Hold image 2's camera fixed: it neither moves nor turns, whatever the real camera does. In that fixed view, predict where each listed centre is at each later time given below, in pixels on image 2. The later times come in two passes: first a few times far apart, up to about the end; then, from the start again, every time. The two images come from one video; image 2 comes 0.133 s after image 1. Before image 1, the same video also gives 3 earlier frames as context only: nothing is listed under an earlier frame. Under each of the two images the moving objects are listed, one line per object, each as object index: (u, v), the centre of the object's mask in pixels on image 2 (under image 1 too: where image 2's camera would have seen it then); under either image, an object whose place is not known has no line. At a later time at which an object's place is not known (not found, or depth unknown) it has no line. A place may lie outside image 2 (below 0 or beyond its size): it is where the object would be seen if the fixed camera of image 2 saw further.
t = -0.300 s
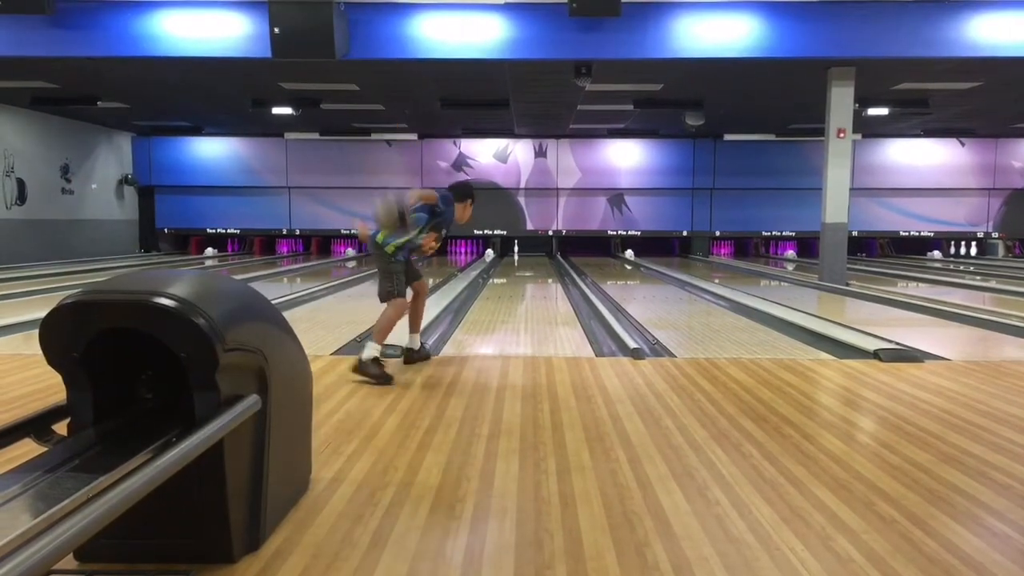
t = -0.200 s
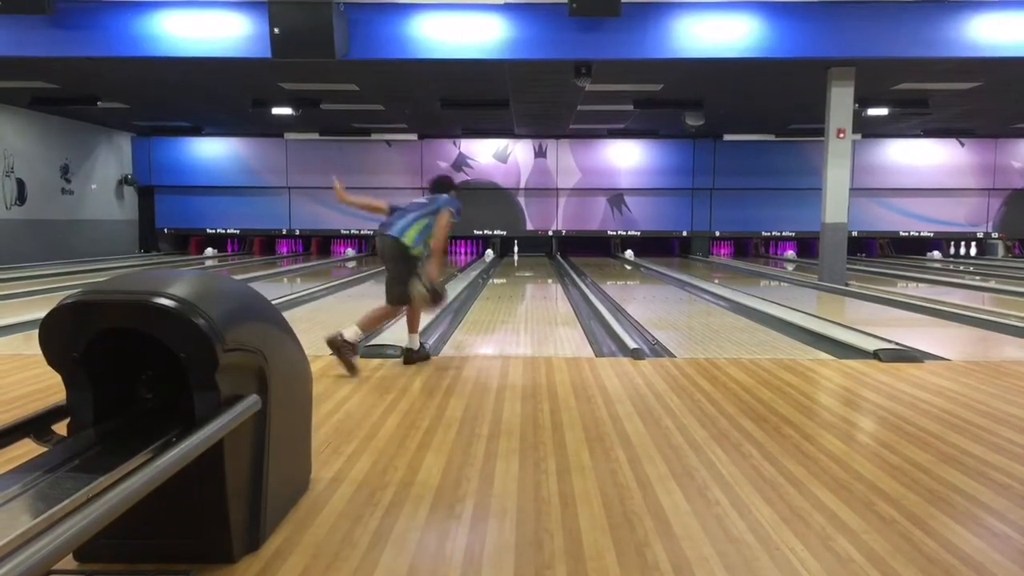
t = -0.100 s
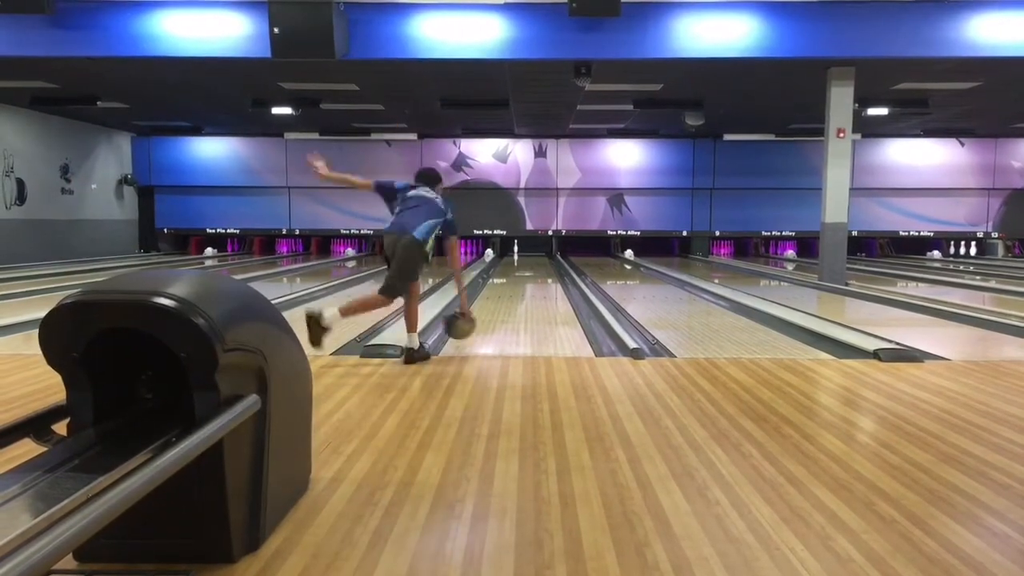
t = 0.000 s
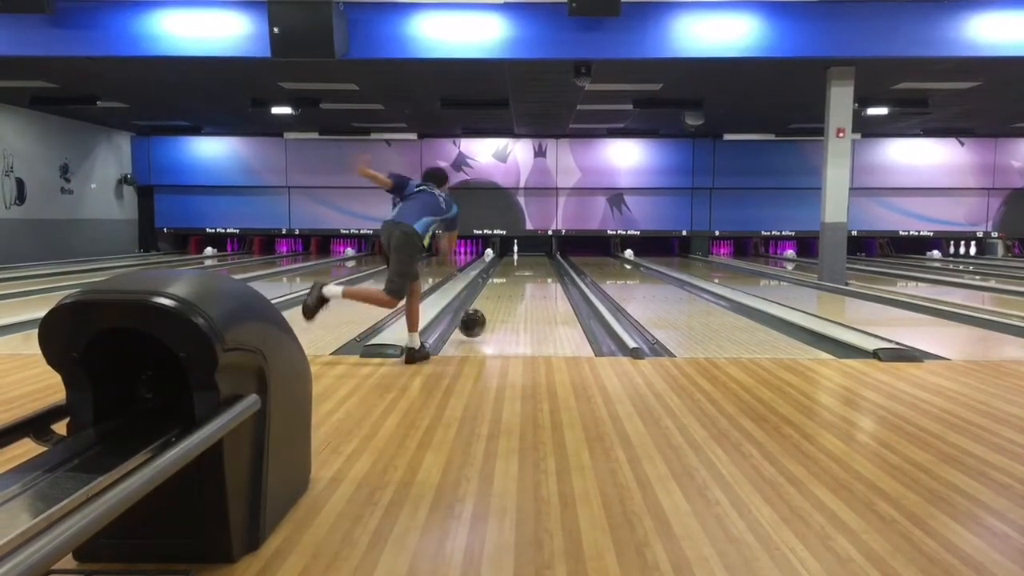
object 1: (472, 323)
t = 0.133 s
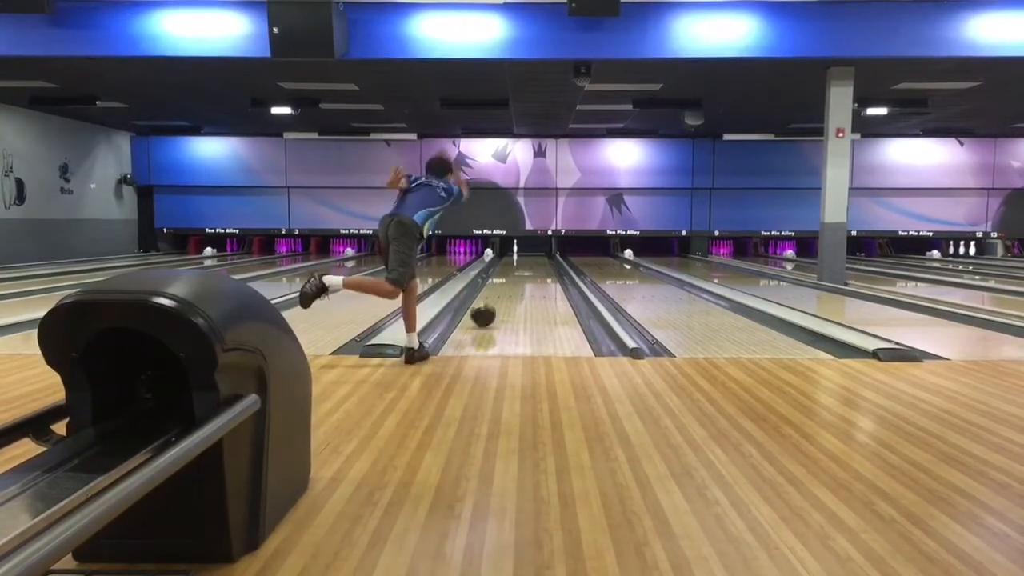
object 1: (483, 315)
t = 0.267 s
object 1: (491, 306)
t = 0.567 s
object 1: (505, 290)
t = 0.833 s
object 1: (513, 280)
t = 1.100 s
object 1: (519, 273)
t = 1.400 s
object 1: (522, 267)
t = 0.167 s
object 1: (485, 312)
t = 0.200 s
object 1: (487, 310)
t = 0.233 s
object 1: (490, 308)
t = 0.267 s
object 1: (491, 306)
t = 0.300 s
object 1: (493, 304)
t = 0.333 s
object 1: (495, 301)
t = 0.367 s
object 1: (496, 300)
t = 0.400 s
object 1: (499, 298)
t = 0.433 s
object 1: (499, 296)
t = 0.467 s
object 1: (502, 294)
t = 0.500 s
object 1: (503, 292)
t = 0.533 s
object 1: (504, 291)
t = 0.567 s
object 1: (505, 290)
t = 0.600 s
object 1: (506, 288)
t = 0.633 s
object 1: (508, 287)
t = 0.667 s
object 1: (508, 286)
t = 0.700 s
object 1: (509, 285)
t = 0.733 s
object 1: (510, 284)
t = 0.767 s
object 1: (511, 283)
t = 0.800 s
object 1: (512, 282)
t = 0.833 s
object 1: (513, 280)
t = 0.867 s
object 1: (514, 279)
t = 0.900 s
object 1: (514, 279)
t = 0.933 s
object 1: (515, 278)
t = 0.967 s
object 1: (516, 276)
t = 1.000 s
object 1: (516, 275)
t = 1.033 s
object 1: (517, 274)
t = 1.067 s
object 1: (517, 274)
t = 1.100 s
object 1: (519, 273)
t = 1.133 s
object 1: (519, 272)
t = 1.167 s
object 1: (520, 272)
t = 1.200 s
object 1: (520, 270)
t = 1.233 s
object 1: (520, 271)
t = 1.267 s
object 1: (521, 269)
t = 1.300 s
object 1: (521, 268)
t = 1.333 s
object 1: (522, 268)
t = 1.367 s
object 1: (522, 267)
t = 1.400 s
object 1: (522, 267)
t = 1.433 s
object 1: (523, 267)
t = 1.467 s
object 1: (523, 266)
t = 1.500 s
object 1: (524, 265)
